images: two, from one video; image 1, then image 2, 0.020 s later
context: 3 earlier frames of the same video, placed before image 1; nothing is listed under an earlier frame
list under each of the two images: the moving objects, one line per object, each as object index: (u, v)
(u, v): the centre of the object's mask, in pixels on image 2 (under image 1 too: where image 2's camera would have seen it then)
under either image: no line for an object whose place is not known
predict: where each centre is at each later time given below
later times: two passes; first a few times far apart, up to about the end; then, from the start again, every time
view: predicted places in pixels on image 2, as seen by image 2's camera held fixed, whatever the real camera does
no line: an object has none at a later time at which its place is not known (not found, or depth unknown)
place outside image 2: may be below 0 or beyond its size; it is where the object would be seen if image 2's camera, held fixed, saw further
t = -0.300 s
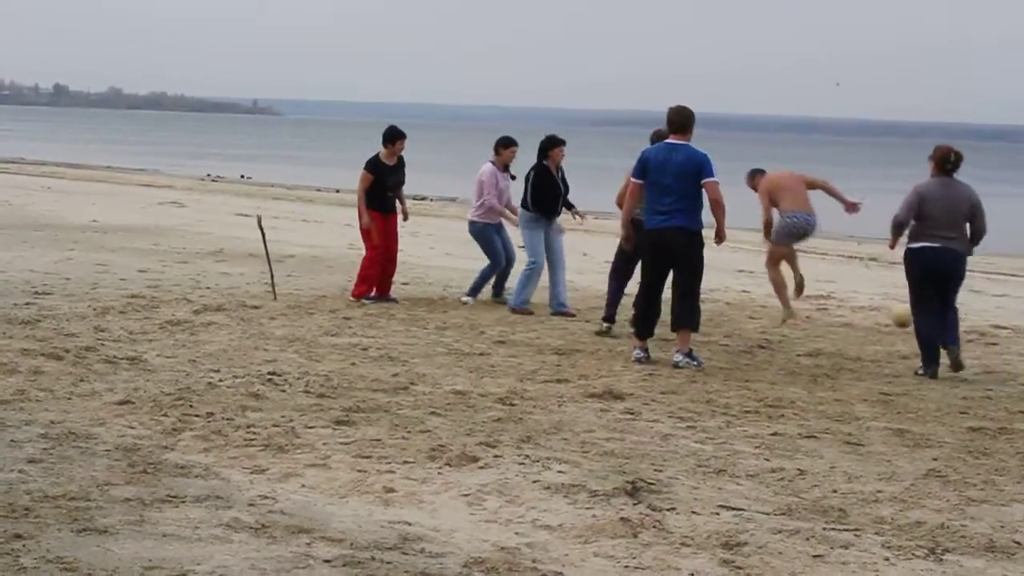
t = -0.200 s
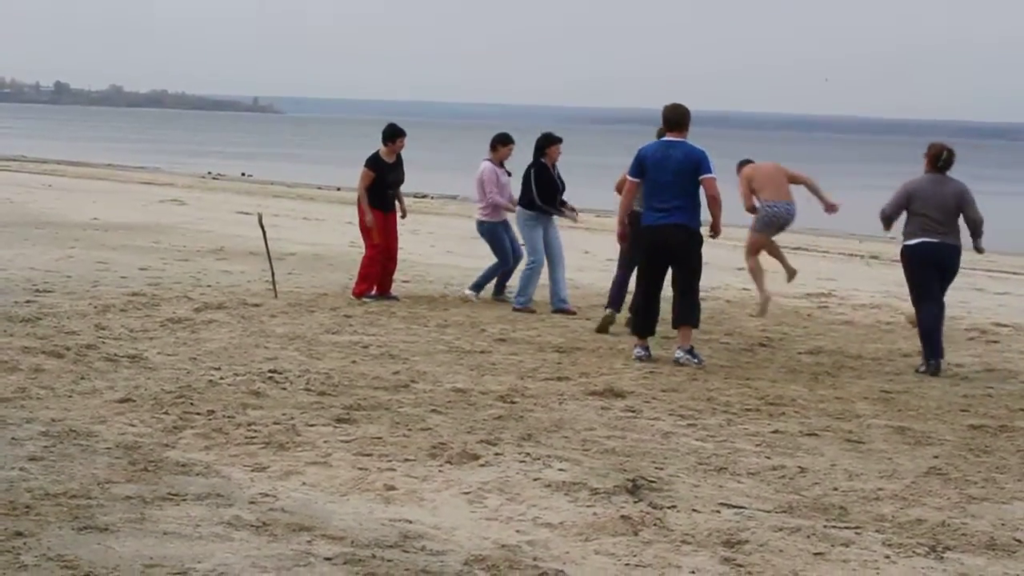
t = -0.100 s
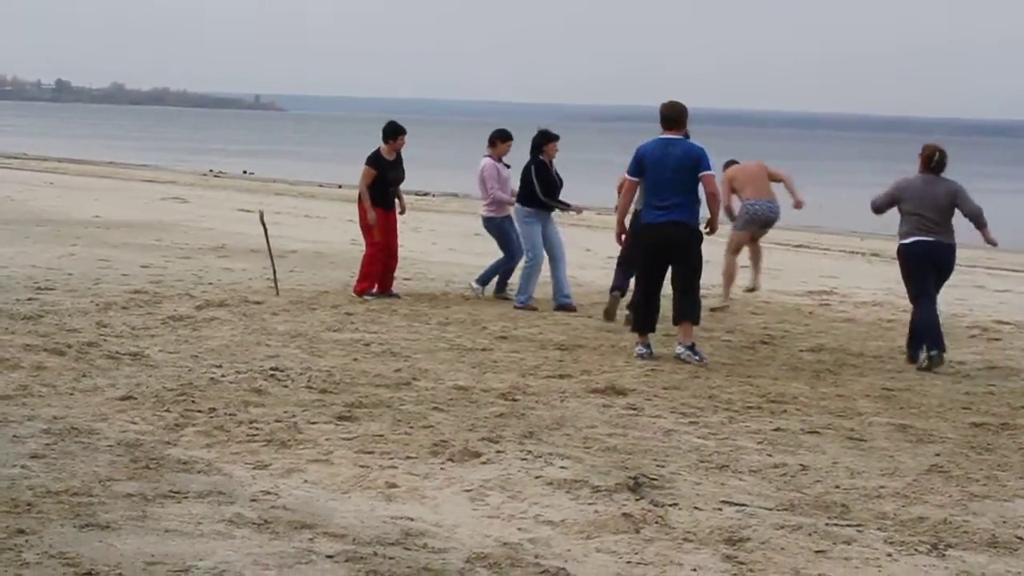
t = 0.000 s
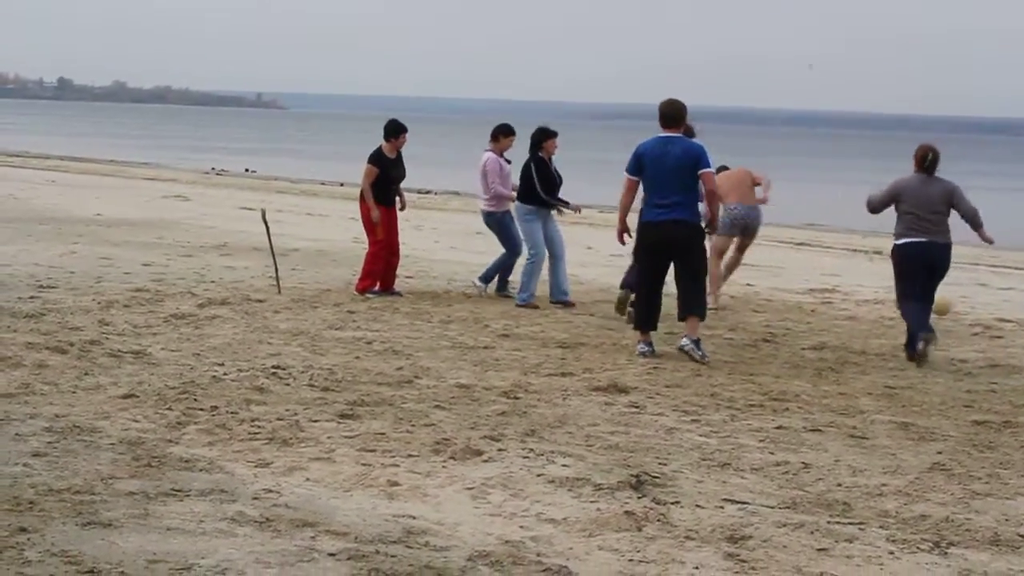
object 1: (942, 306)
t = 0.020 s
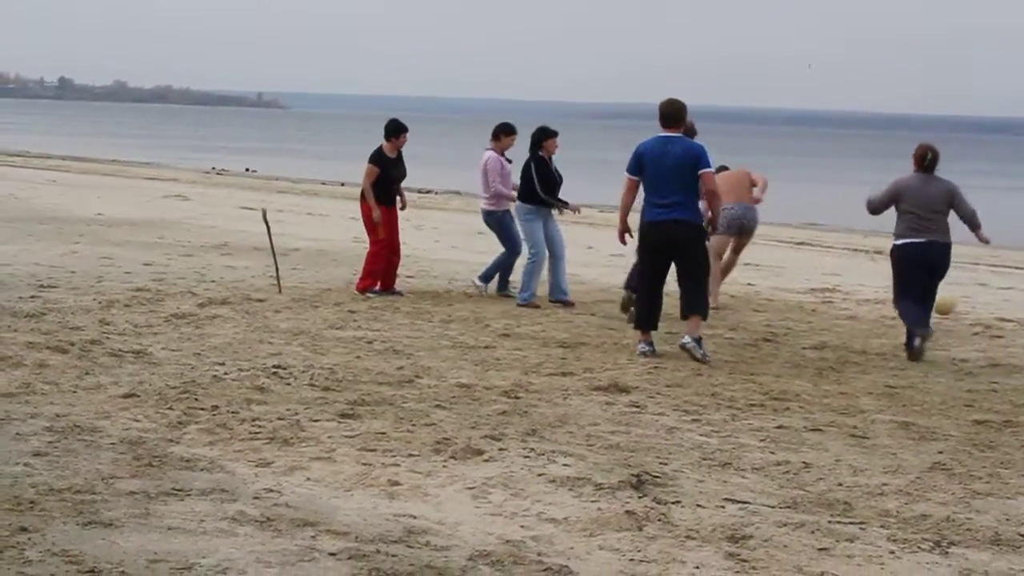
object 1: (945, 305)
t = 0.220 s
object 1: (960, 302)
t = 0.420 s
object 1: (974, 303)
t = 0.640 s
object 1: (992, 302)
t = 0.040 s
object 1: (946, 304)
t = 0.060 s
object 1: (947, 304)
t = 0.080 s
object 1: (949, 305)
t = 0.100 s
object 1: (950, 307)
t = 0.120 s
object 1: (952, 307)
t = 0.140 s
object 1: (954, 305)
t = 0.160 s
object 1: (955, 305)
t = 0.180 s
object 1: (957, 304)
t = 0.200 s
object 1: (959, 302)
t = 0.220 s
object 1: (960, 302)
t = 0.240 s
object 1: (961, 302)
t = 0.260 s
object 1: (962, 303)
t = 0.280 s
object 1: (963, 304)
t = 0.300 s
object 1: (964, 304)
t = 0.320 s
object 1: (966, 303)
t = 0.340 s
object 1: (968, 302)
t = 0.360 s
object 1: (970, 302)
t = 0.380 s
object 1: (972, 302)
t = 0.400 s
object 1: (973, 302)
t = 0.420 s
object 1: (974, 303)
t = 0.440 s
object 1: (975, 303)
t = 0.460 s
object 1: (976, 303)
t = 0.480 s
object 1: (978, 304)
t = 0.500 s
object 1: (981, 304)
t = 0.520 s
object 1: (982, 303)
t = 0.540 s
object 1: (984, 304)
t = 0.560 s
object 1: (986, 304)
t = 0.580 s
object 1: (988, 303)
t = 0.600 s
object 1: (990, 303)
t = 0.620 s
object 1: (991, 302)
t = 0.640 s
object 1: (992, 302)
